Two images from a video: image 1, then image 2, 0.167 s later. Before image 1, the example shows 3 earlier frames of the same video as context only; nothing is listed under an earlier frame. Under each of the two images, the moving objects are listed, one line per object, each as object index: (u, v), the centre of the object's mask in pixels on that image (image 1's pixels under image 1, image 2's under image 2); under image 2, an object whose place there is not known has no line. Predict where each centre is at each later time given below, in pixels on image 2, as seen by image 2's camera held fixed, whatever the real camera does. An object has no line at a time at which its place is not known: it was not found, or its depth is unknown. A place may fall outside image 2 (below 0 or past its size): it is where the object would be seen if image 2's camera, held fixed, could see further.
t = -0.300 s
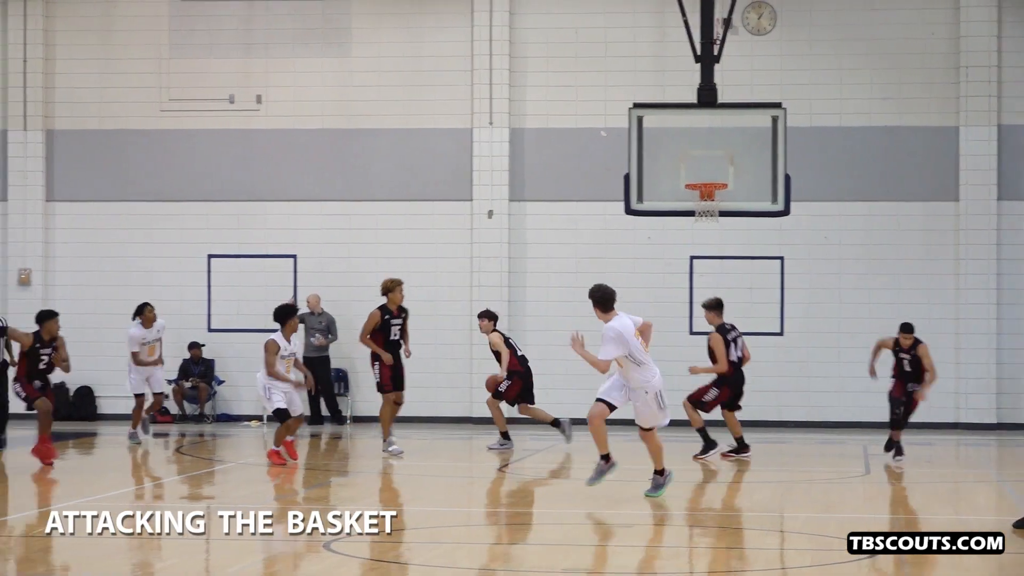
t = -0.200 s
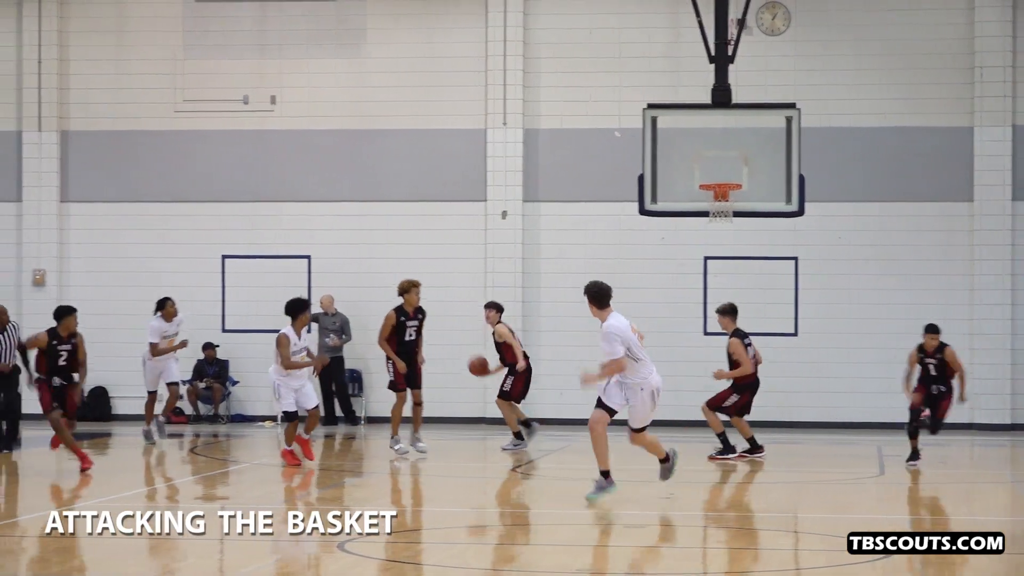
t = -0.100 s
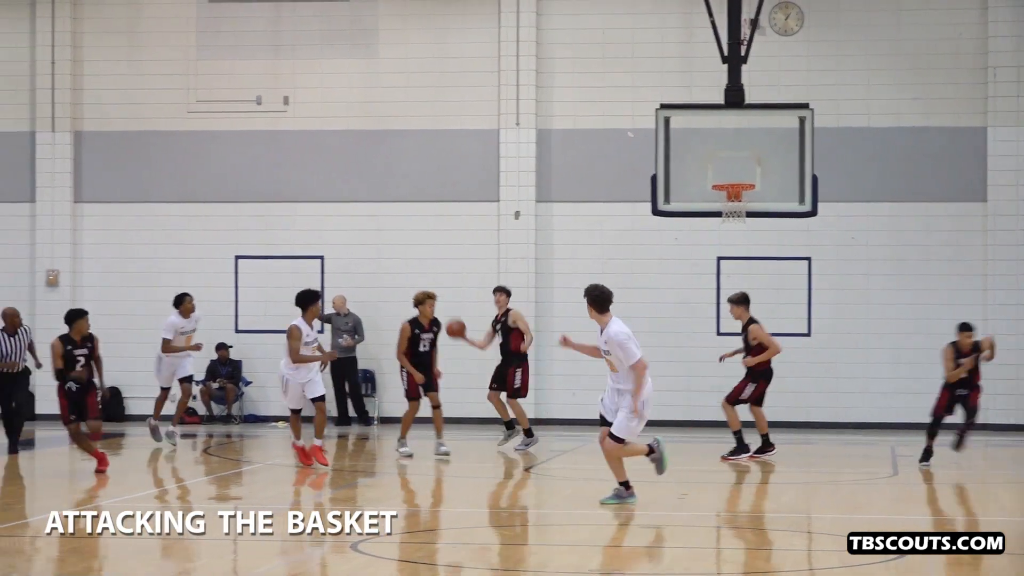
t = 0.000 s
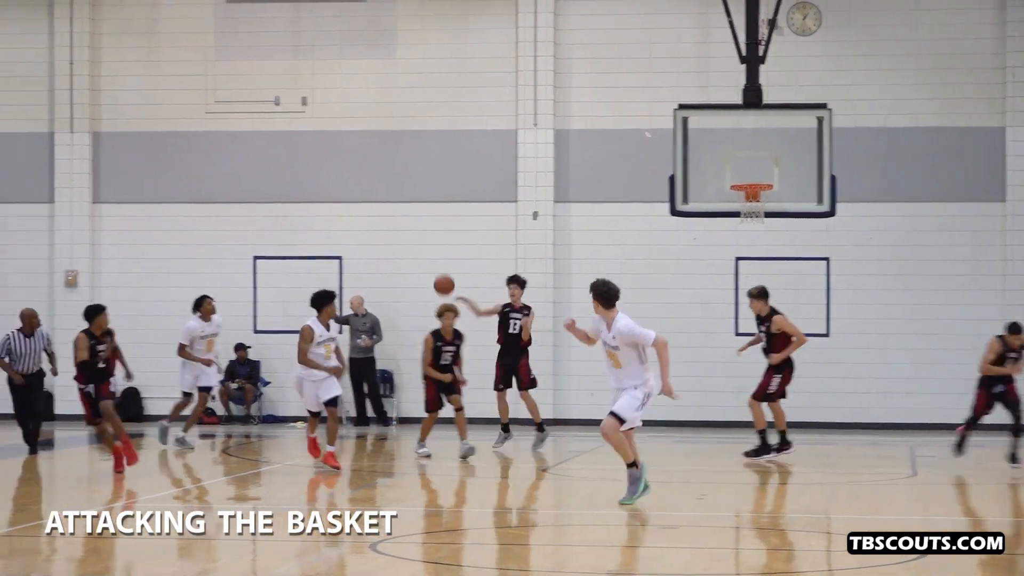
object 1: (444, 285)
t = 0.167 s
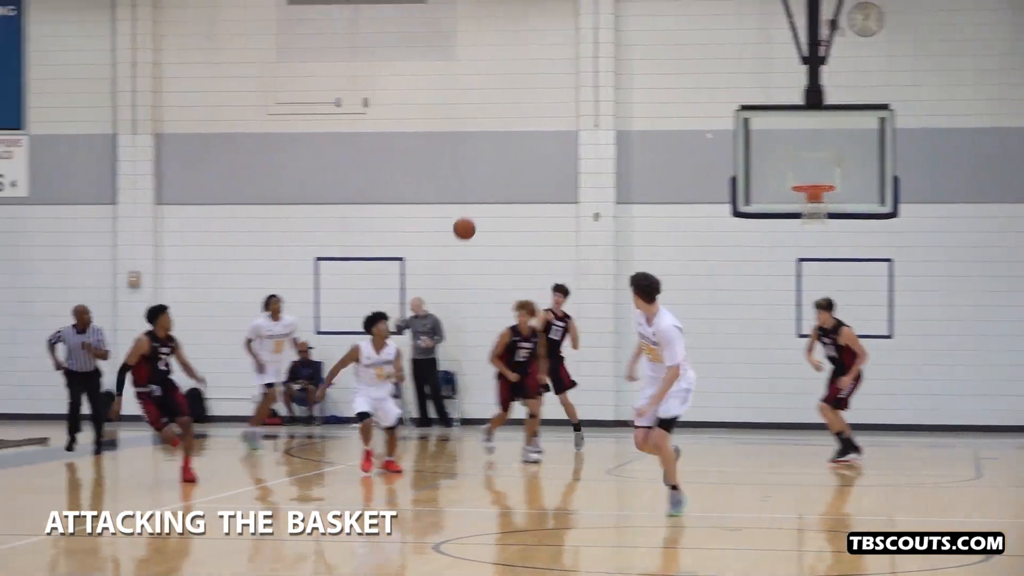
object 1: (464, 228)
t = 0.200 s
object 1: (454, 219)
